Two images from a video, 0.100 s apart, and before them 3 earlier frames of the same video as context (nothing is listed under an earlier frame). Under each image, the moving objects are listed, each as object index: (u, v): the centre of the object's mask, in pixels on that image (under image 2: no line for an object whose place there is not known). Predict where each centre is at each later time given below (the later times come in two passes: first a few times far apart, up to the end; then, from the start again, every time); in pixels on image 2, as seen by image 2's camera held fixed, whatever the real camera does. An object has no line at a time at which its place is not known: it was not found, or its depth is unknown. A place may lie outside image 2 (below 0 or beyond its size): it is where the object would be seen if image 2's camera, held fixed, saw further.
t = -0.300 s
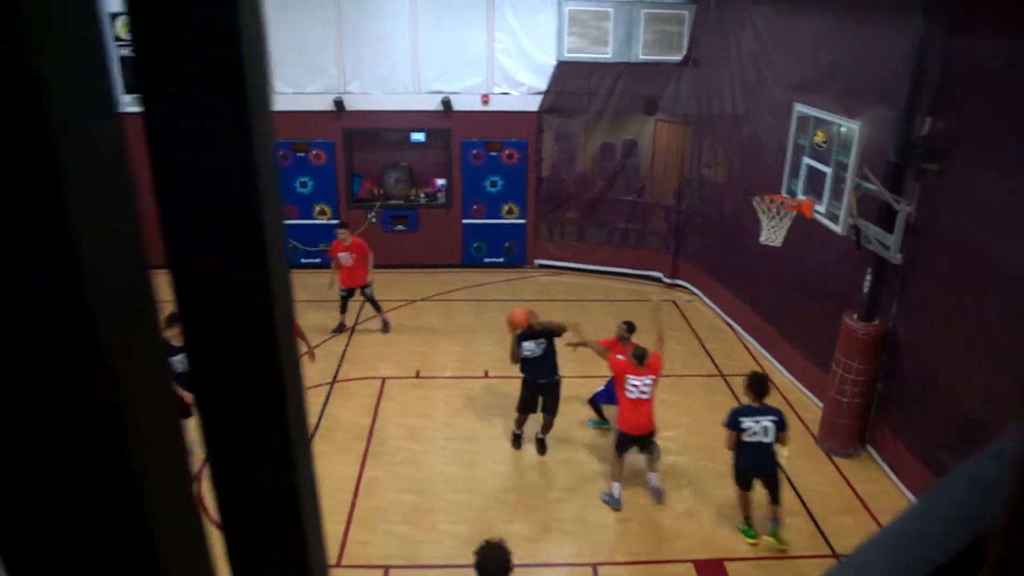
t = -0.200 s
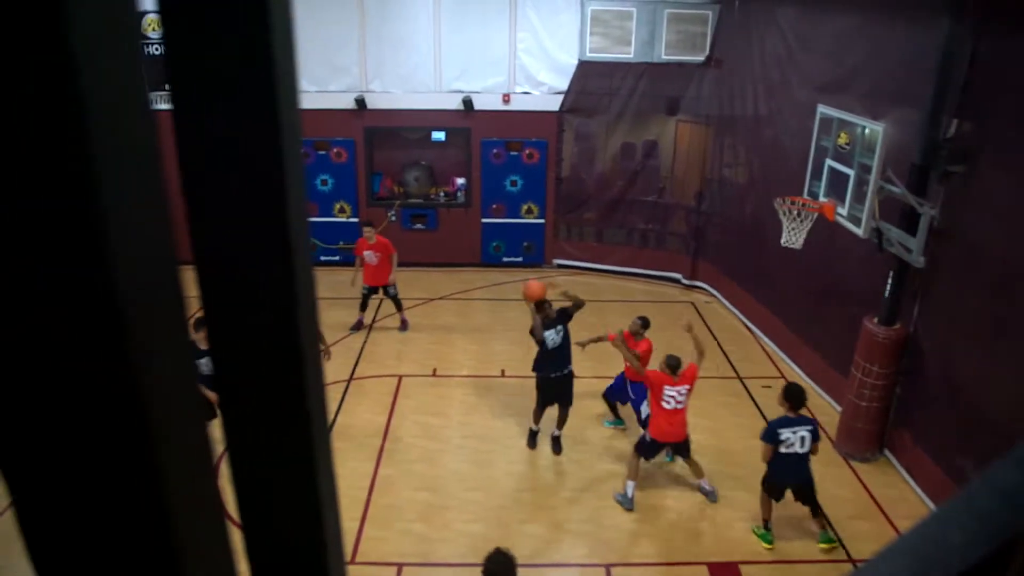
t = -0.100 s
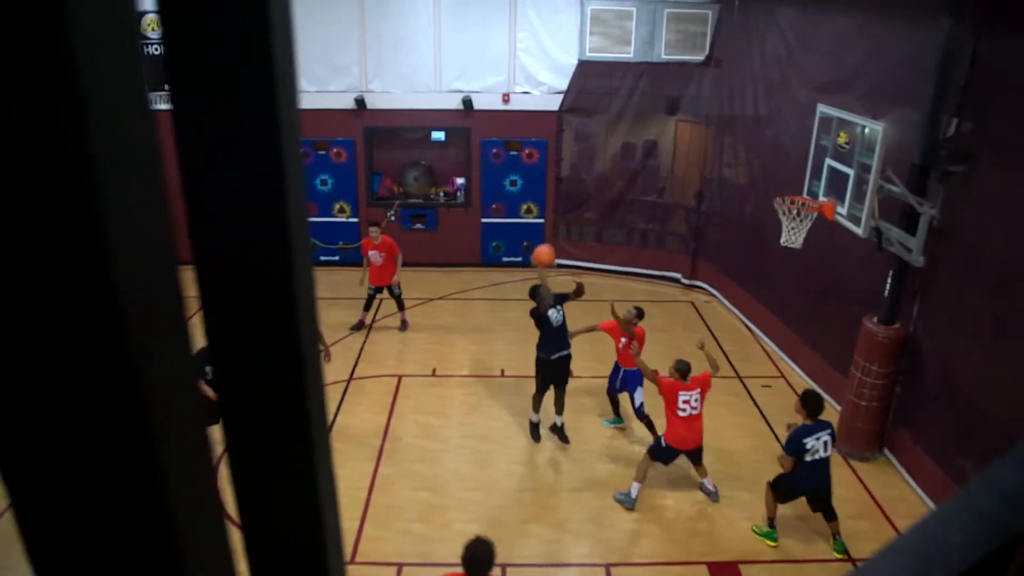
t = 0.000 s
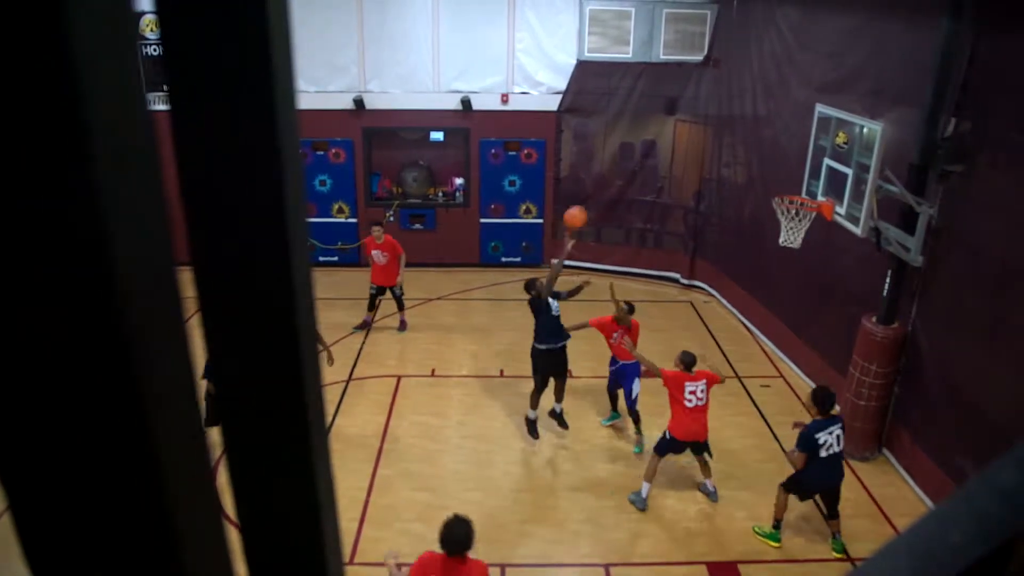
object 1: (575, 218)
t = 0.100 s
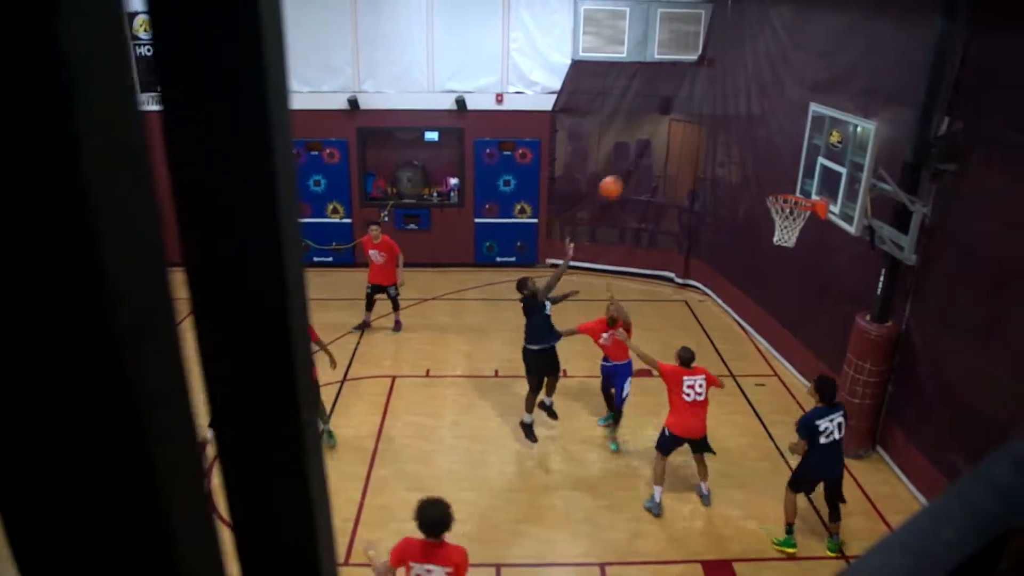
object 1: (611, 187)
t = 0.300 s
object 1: (693, 155)
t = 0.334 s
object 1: (706, 153)
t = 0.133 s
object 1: (624, 179)
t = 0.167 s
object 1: (638, 172)
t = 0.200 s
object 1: (652, 166)
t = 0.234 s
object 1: (666, 161)
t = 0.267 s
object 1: (679, 157)
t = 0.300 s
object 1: (693, 155)
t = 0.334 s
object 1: (706, 153)
